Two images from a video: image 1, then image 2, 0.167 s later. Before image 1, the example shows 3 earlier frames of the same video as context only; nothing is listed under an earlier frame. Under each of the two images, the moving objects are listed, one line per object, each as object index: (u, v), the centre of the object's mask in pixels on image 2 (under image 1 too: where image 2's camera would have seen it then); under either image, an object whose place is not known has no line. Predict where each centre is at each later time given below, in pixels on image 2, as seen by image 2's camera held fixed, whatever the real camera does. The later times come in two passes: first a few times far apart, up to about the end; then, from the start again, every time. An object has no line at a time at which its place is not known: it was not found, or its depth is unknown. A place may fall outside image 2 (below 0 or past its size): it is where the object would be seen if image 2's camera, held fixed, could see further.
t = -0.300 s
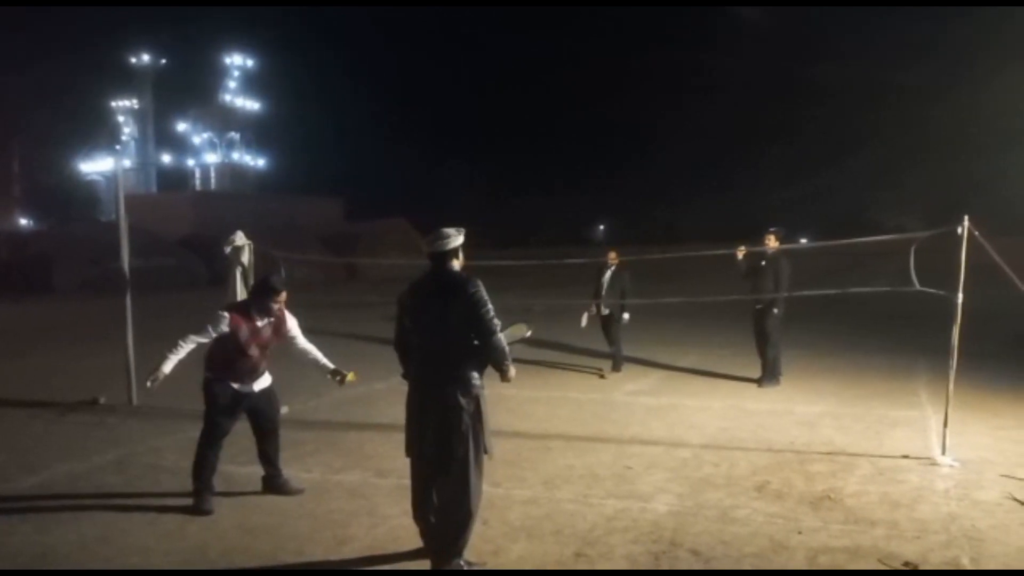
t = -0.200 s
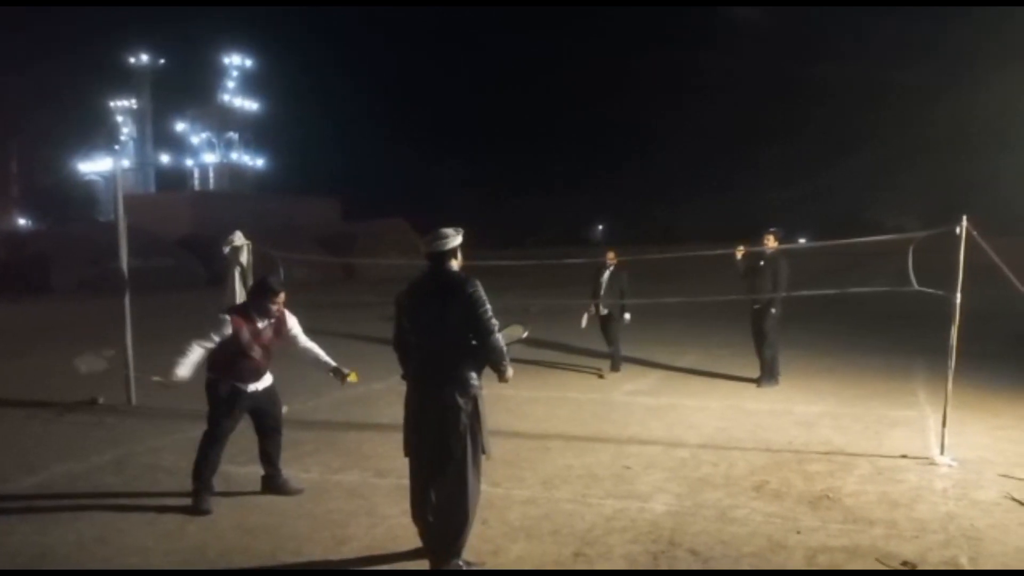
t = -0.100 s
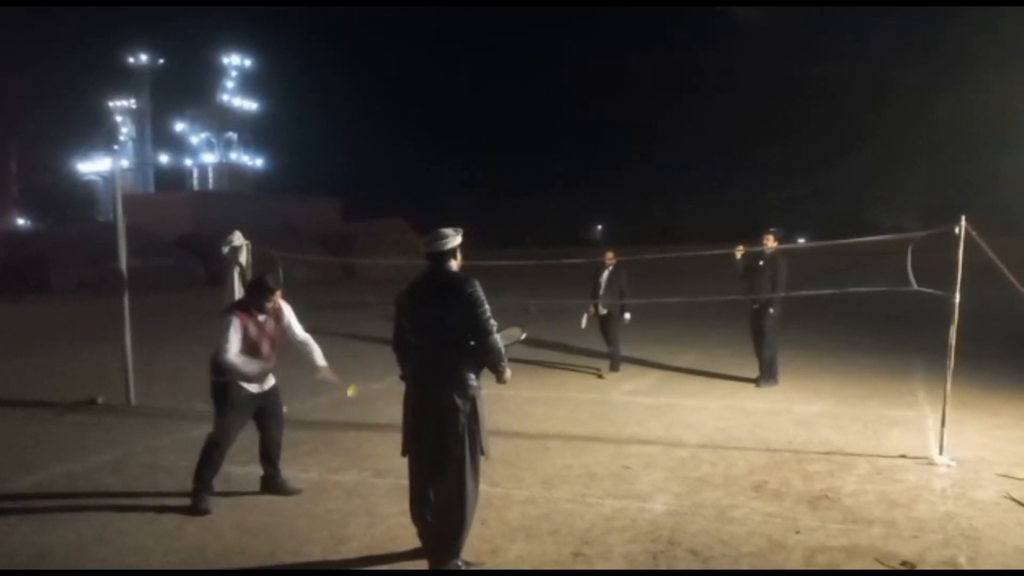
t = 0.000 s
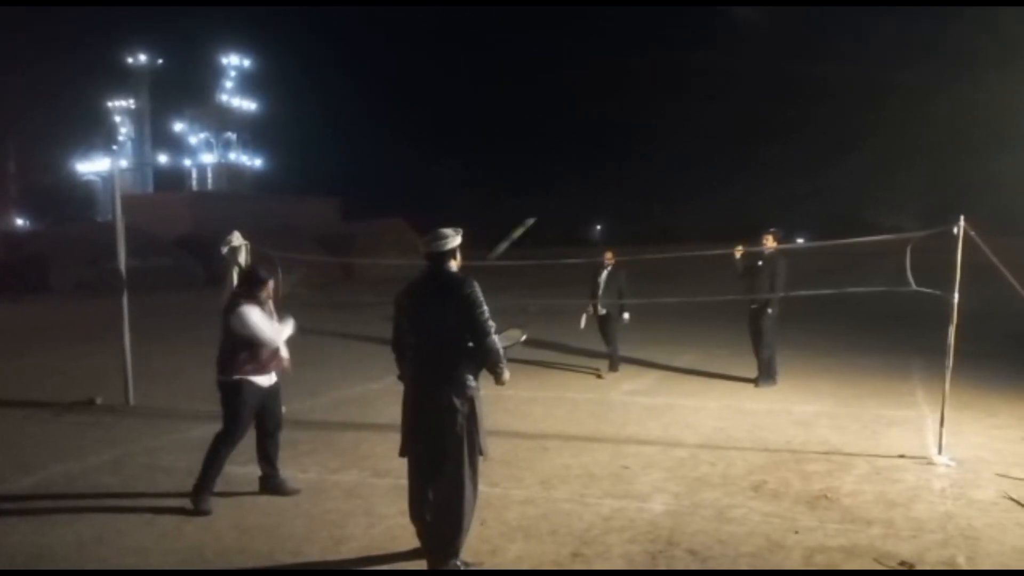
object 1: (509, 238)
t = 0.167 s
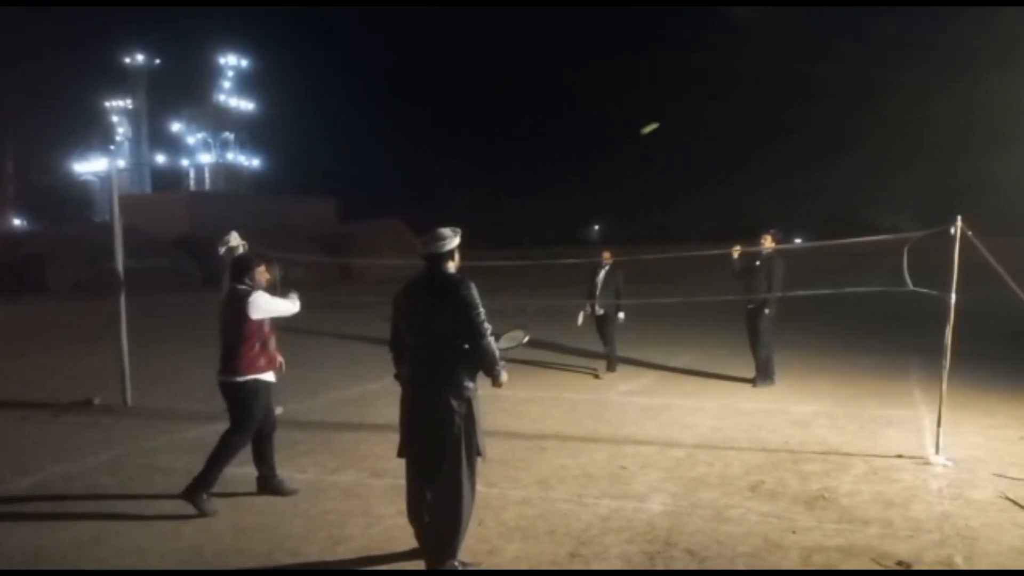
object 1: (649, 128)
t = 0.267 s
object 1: (689, 110)
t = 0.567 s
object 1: (746, 122)
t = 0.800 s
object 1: (766, 170)
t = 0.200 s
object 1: (665, 120)
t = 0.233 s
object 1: (678, 114)
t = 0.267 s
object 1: (689, 110)
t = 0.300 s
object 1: (699, 107)
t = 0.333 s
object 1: (708, 106)
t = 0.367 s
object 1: (715, 106)
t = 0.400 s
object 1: (722, 106)
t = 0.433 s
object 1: (727, 108)
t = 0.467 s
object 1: (733, 111)
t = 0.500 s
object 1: (738, 114)
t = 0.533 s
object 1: (742, 118)
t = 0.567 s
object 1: (746, 122)
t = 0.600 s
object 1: (750, 127)
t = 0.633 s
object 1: (753, 133)
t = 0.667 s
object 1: (756, 140)
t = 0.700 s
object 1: (759, 146)
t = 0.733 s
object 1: (761, 154)
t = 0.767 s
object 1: (764, 161)
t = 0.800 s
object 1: (766, 170)
